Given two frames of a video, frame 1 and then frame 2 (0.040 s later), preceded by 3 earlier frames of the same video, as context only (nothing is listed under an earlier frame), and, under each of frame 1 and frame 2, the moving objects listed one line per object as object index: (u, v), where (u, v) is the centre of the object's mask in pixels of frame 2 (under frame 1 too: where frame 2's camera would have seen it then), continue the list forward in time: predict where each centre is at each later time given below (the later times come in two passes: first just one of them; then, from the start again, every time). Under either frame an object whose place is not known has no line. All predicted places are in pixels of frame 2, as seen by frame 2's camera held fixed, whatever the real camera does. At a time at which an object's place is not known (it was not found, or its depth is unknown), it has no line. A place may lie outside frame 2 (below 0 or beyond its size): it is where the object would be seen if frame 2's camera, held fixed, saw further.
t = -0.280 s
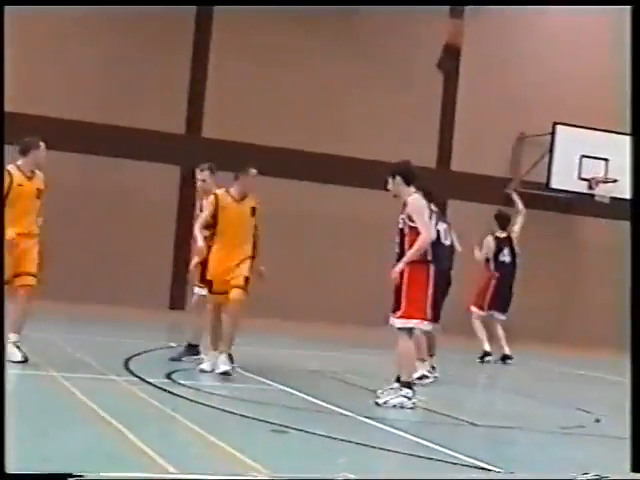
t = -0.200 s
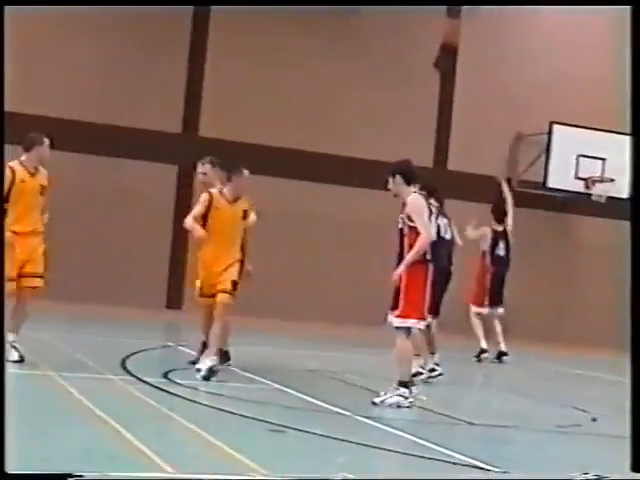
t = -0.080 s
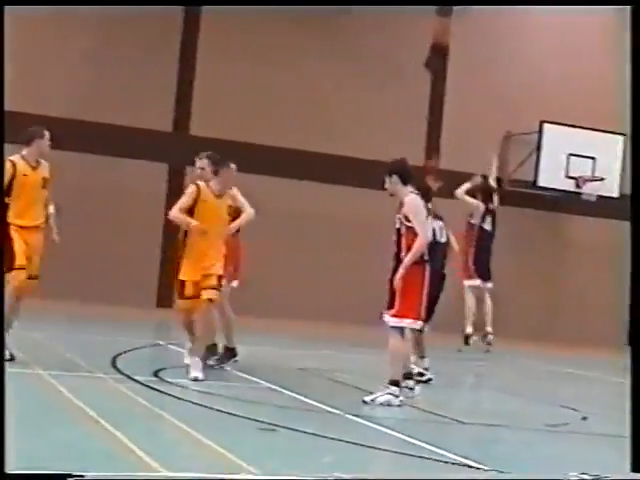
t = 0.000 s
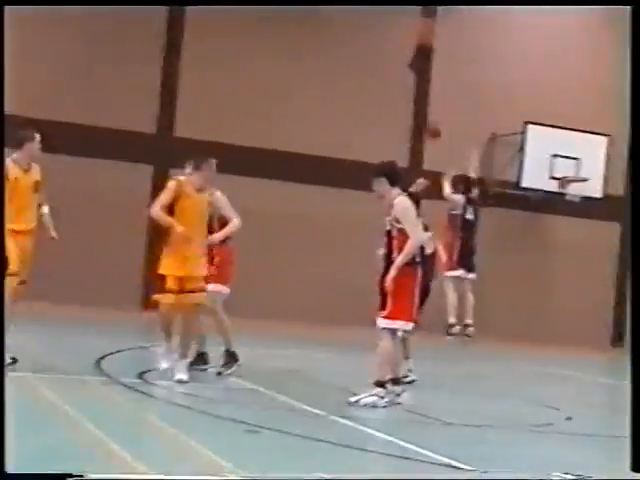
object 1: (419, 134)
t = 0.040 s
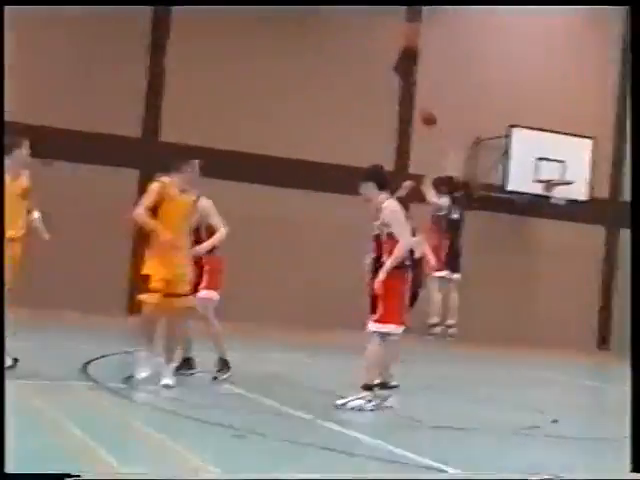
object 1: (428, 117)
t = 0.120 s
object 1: (448, 86)
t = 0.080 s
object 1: (437, 101)
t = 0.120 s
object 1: (448, 86)
